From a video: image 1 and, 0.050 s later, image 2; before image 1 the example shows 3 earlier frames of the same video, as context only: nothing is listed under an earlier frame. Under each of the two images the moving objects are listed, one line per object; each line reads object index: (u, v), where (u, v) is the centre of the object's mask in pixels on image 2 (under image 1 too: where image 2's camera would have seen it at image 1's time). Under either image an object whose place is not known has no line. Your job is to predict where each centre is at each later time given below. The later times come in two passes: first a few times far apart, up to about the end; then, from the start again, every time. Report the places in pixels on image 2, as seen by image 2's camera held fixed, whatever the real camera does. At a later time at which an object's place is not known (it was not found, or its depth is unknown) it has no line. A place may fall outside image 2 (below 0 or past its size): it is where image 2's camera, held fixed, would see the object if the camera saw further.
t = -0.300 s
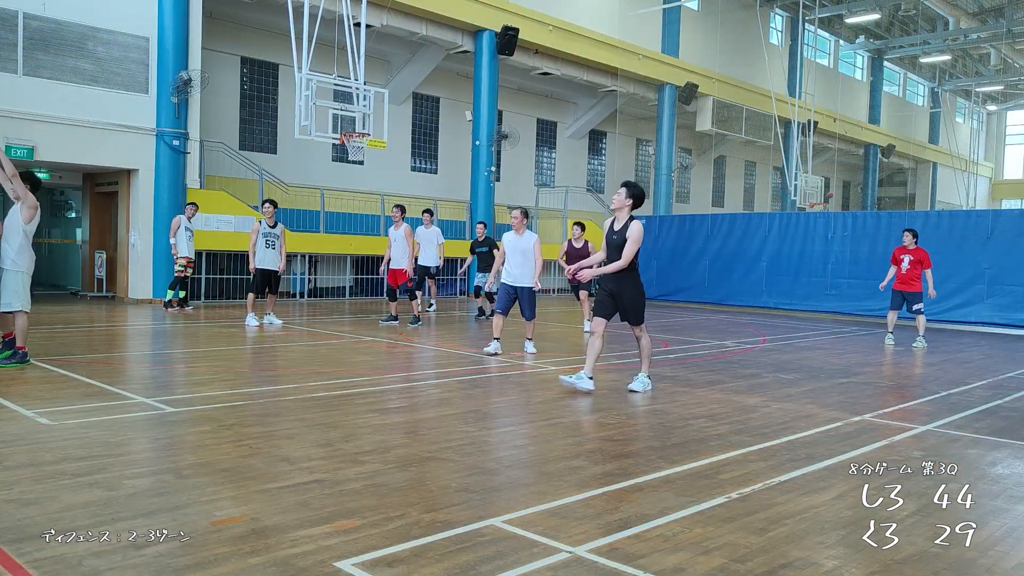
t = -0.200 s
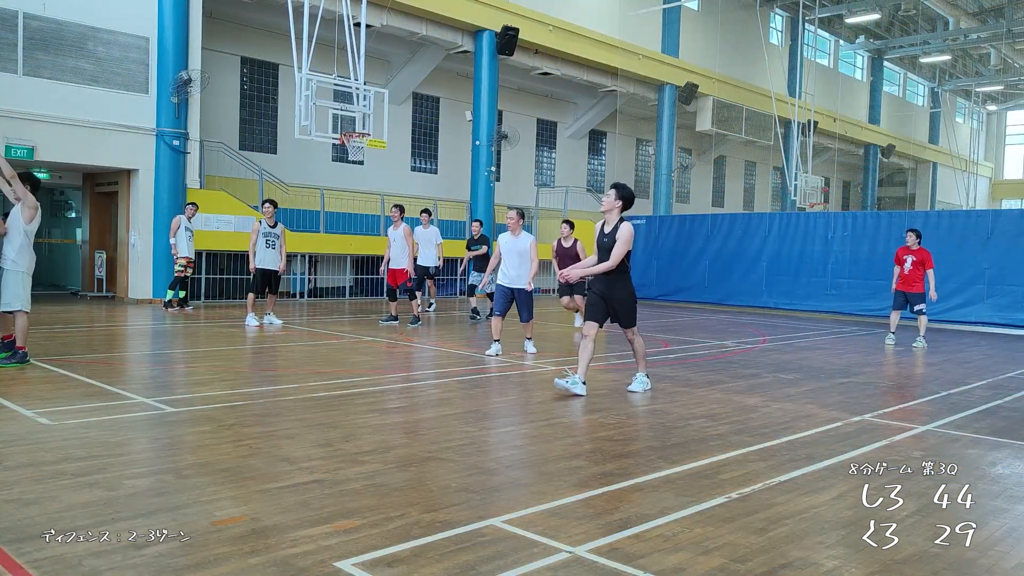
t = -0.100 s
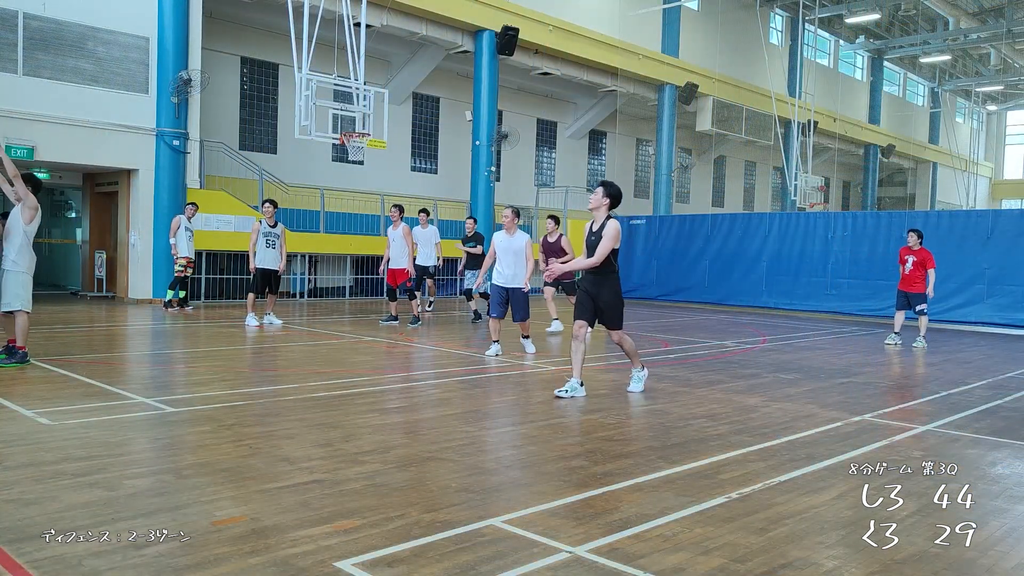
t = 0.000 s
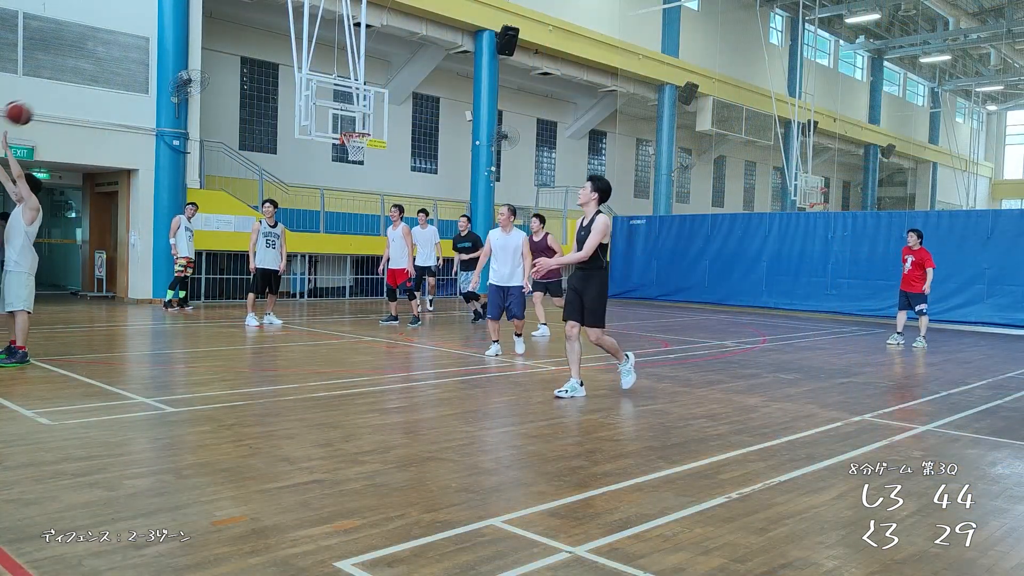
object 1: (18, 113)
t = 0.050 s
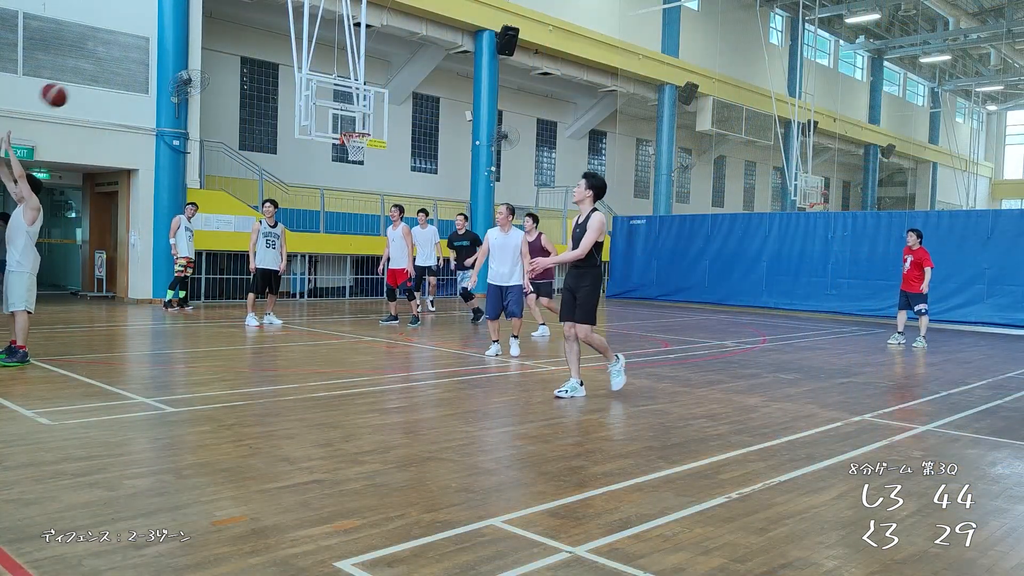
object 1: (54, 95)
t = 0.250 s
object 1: (182, 54)
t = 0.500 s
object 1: (313, 59)
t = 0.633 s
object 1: (372, 82)
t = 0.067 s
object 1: (65, 90)
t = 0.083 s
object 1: (77, 85)
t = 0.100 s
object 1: (89, 81)
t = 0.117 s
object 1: (99, 76)
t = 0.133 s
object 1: (110, 72)
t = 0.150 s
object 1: (121, 69)
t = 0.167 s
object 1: (132, 66)
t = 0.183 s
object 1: (142, 63)
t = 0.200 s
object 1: (153, 61)
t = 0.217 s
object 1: (163, 58)
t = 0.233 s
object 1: (173, 56)
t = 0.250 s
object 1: (182, 54)
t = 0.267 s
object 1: (192, 53)
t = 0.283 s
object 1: (203, 53)
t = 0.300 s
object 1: (211, 51)
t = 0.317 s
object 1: (220, 50)
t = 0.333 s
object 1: (229, 50)
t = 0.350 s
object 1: (238, 50)
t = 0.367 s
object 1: (247, 50)
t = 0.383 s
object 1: (256, 50)
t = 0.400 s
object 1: (265, 51)
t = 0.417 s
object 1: (273, 52)
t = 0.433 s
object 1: (280, 53)
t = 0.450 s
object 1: (288, 54)
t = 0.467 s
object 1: (296, 55)
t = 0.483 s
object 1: (306, 58)
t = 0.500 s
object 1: (313, 59)
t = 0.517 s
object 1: (320, 61)
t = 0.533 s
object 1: (328, 63)
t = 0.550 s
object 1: (335, 66)
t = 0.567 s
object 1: (342, 69)
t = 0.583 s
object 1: (350, 72)
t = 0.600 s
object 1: (358, 76)
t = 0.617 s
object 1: (365, 79)
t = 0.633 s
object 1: (372, 82)
